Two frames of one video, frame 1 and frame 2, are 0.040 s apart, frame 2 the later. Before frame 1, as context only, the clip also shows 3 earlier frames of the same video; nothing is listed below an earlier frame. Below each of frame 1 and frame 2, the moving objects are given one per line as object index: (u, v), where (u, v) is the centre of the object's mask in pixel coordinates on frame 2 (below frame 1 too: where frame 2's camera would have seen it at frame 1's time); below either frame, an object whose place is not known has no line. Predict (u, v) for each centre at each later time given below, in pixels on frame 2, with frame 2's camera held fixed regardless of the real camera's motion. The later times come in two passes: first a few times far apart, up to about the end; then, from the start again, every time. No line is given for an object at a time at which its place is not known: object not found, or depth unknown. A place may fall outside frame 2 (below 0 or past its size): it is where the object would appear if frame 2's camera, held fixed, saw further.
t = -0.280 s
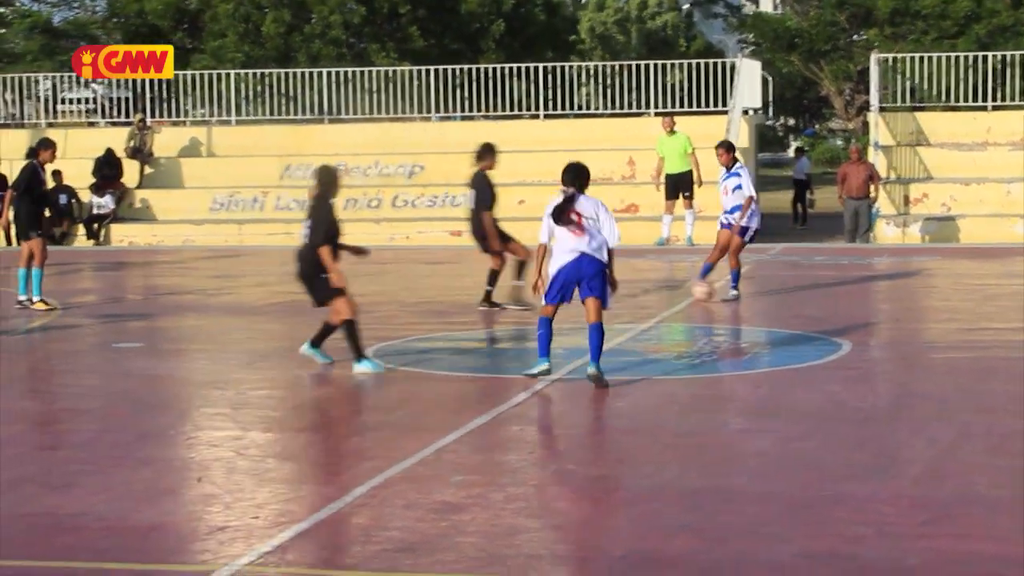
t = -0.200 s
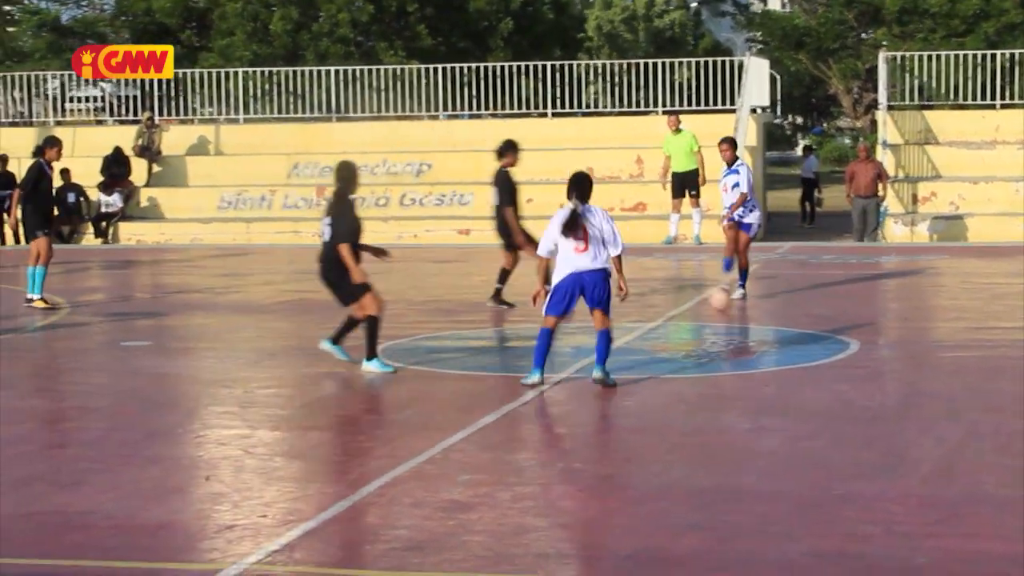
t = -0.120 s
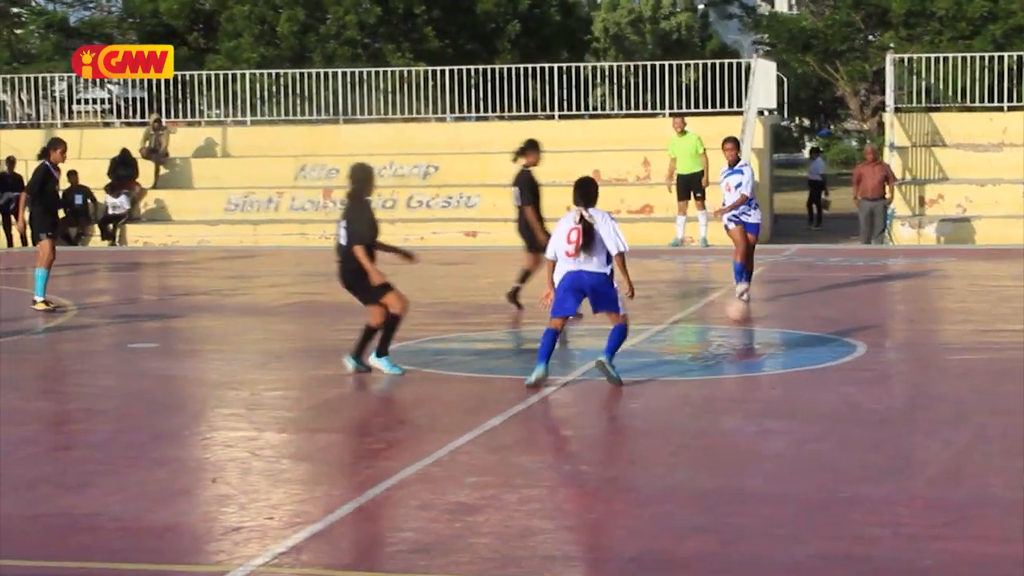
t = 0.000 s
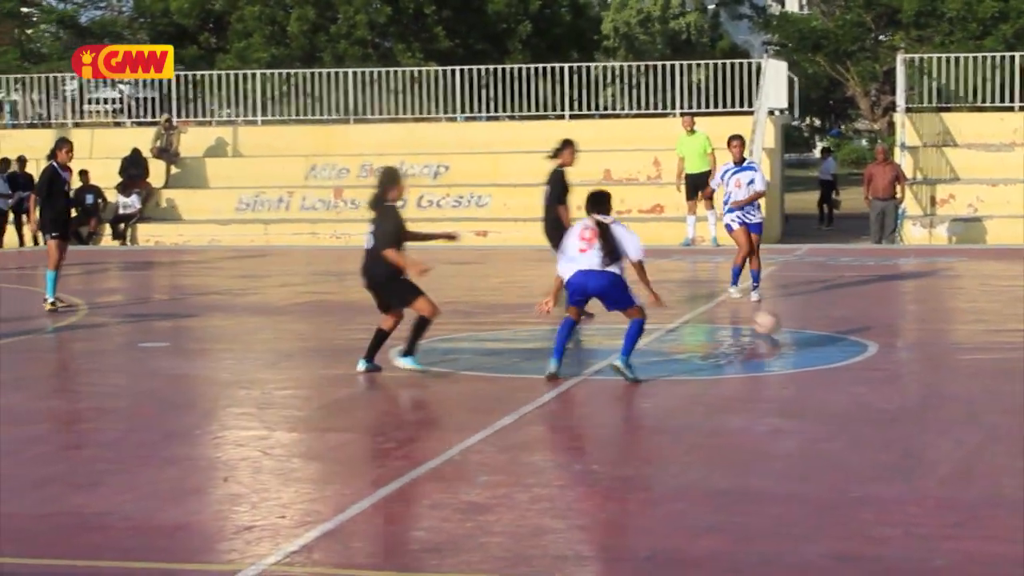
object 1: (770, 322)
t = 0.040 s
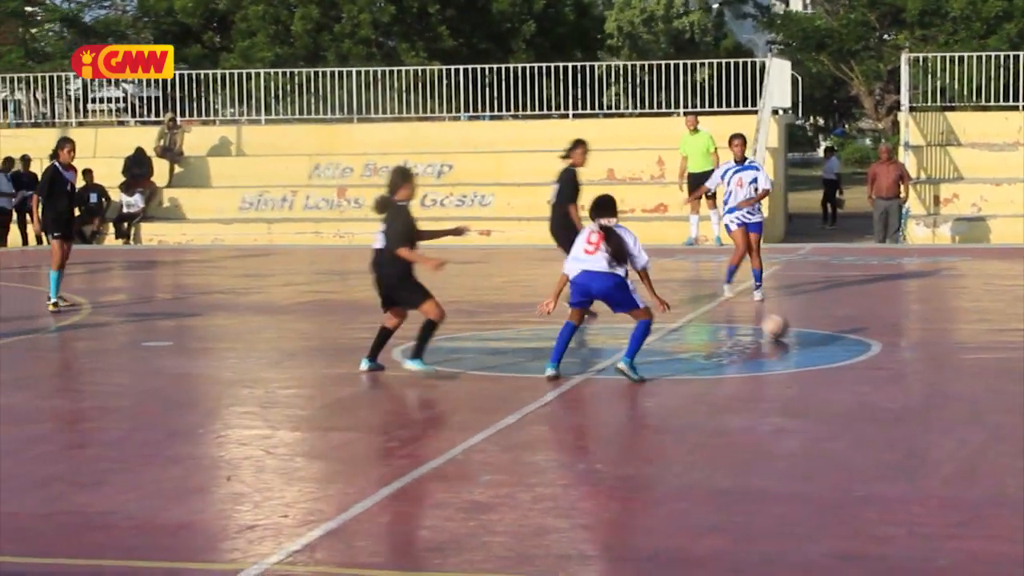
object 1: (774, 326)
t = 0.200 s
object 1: (802, 344)
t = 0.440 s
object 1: (847, 375)
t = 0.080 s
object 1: (783, 332)
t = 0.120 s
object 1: (788, 335)
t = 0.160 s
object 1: (797, 340)
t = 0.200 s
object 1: (802, 344)
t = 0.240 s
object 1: (810, 350)
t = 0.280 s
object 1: (817, 355)
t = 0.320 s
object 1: (825, 360)
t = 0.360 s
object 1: (832, 366)
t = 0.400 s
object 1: (839, 371)
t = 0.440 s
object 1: (847, 375)
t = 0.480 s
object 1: (854, 383)
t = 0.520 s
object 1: (862, 389)
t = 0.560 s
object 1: (869, 395)
